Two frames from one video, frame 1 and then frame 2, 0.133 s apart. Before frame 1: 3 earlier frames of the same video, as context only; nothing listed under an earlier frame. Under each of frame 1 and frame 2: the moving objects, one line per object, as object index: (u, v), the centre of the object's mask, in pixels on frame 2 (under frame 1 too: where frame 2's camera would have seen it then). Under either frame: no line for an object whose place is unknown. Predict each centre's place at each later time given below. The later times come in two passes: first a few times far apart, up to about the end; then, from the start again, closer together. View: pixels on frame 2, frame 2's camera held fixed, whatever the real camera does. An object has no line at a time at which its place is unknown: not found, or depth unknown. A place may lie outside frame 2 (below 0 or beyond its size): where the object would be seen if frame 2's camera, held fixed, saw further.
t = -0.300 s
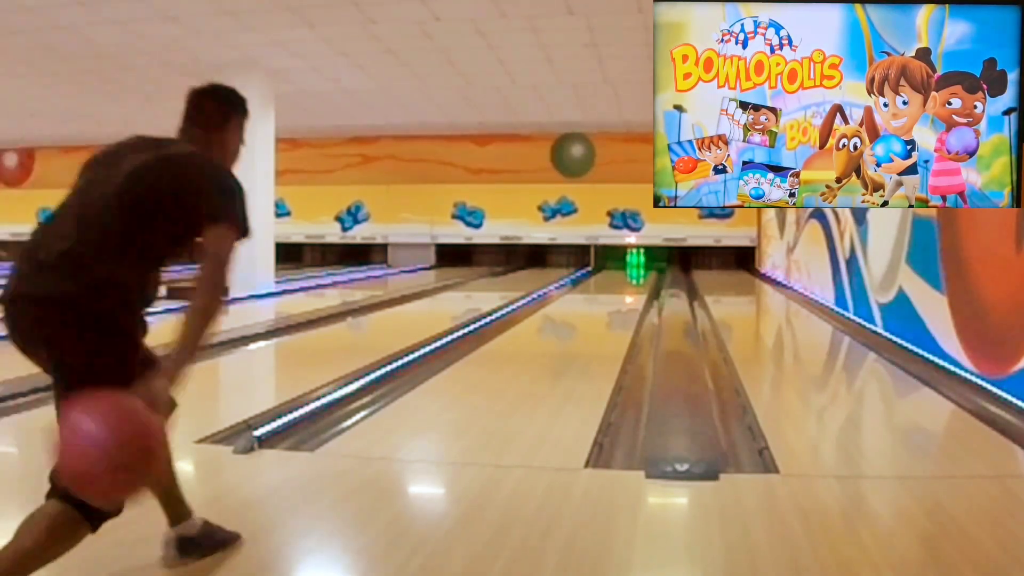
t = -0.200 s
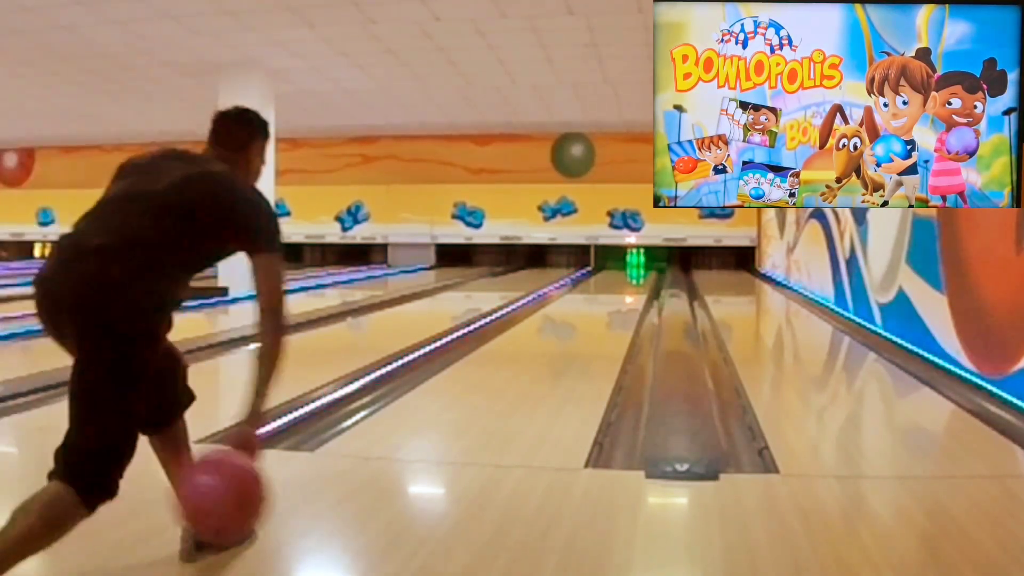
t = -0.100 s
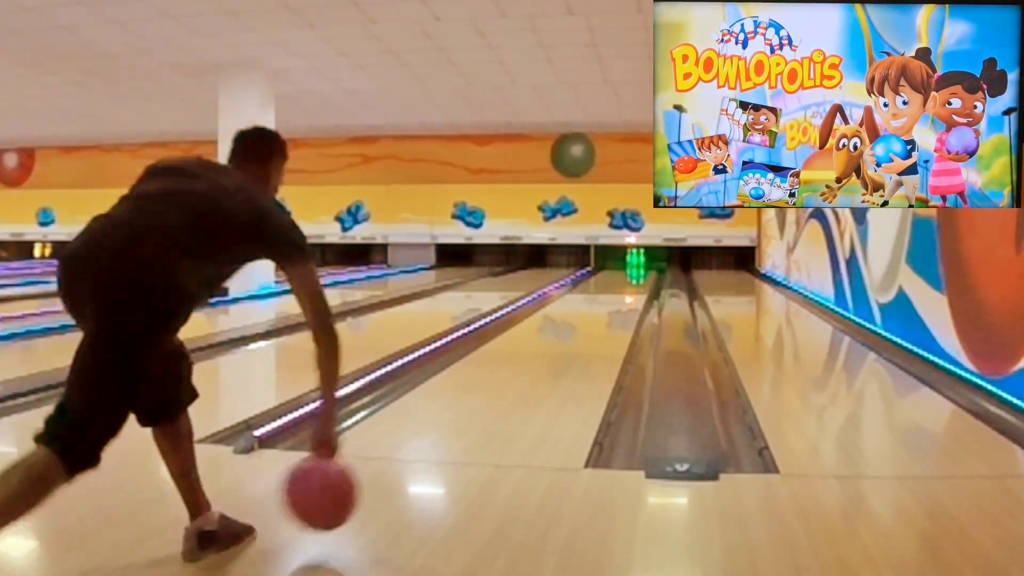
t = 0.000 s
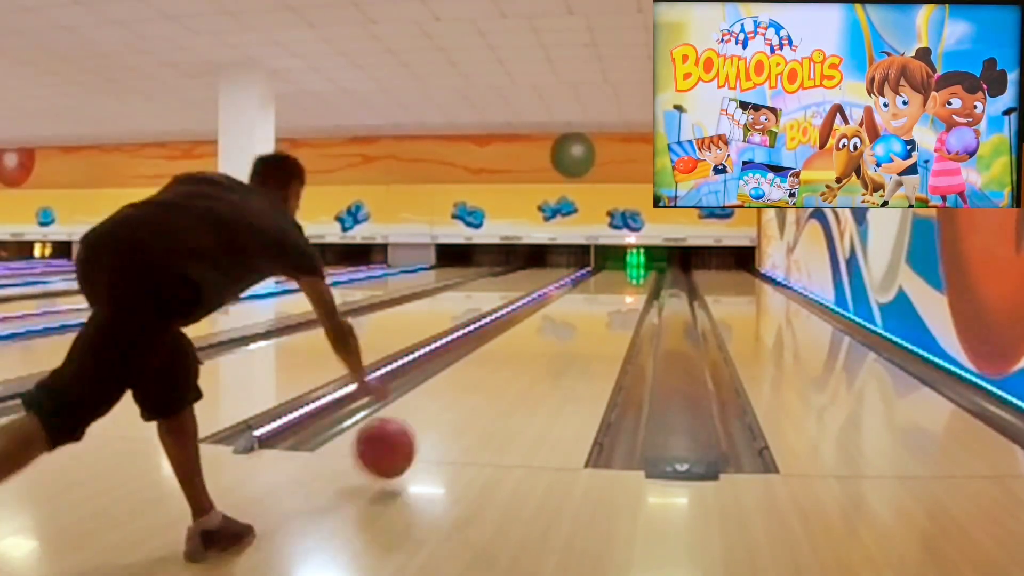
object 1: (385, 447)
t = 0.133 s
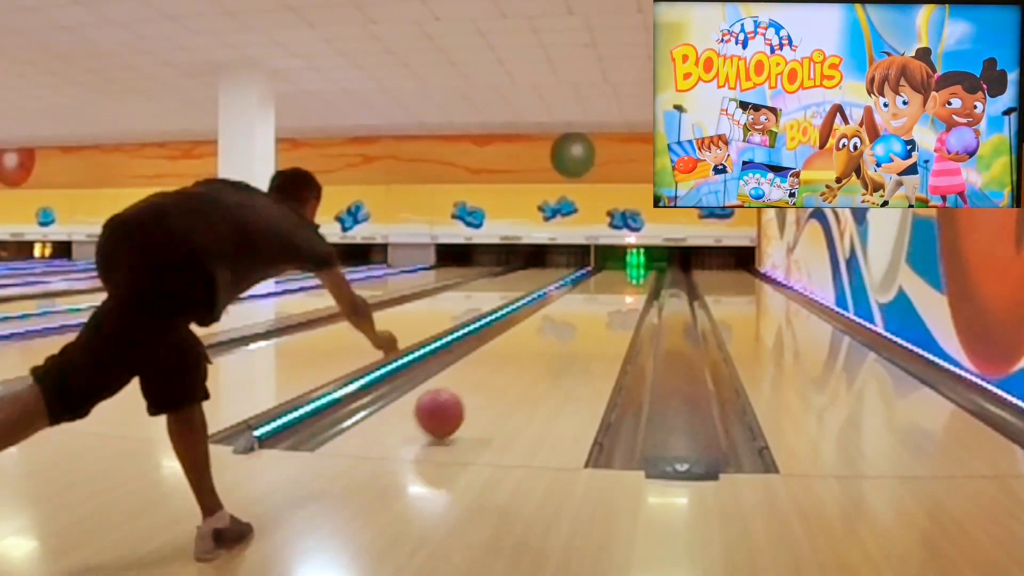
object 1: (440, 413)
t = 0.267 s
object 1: (476, 385)
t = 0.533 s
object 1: (521, 346)
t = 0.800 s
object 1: (549, 324)
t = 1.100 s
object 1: (569, 307)
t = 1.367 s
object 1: (581, 296)
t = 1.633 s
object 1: (590, 288)
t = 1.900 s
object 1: (598, 283)
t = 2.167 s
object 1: (602, 278)
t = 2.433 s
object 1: (607, 273)
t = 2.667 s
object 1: (611, 270)
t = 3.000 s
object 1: (615, 268)
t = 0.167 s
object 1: (450, 406)
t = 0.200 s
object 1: (459, 399)
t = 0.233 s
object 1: (468, 391)
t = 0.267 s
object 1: (476, 385)
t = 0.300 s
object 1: (483, 379)
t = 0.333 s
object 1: (490, 373)
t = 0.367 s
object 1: (496, 367)
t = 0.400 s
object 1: (502, 363)
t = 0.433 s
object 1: (507, 358)
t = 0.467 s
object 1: (512, 354)
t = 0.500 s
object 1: (517, 350)
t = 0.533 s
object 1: (521, 346)
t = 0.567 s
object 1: (525, 343)
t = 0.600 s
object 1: (529, 340)
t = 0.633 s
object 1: (533, 337)
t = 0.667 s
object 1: (536, 334)
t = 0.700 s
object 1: (540, 331)
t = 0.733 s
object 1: (543, 328)
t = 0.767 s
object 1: (546, 326)
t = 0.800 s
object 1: (549, 324)
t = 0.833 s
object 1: (551, 321)
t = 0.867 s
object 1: (554, 319)
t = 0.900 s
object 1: (556, 317)
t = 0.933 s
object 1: (558, 315)
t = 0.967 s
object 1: (561, 313)
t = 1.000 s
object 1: (563, 311)
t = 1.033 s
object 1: (565, 310)
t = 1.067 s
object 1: (567, 308)
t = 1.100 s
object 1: (569, 307)
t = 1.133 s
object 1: (571, 305)
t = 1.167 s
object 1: (572, 304)
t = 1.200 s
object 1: (574, 302)
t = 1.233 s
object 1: (576, 300)
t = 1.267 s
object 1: (577, 299)
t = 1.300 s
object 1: (579, 299)
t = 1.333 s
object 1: (580, 297)
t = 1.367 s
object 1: (581, 296)
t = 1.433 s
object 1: (584, 294)
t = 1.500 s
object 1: (586, 291)
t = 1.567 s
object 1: (588, 290)
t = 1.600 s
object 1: (590, 288)
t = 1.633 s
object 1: (590, 288)
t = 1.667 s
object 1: (591, 288)
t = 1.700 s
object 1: (592, 287)
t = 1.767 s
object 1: (594, 286)
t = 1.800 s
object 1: (595, 286)
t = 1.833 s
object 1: (596, 285)
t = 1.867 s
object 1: (597, 285)
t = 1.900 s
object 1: (598, 283)
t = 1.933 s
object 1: (599, 282)
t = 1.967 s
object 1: (599, 282)
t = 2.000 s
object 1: (599, 281)
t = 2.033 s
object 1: (601, 279)
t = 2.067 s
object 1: (601, 280)
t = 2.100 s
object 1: (601, 279)
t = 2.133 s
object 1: (601, 279)
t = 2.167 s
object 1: (602, 278)
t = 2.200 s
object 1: (602, 278)
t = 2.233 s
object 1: (603, 277)
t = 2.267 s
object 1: (604, 276)
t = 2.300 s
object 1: (605, 275)
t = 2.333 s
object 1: (606, 275)
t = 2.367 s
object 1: (606, 274)
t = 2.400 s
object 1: (606, 274)
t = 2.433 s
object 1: (607, 273)
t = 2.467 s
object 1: (608, 272)
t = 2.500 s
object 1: (609, 272)
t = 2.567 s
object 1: (609, 272)
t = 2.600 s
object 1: (609, 271)
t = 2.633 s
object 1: (610, 272)
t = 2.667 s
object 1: (611, 270)
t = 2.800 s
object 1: (612, 269)
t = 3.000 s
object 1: (615, 268)
